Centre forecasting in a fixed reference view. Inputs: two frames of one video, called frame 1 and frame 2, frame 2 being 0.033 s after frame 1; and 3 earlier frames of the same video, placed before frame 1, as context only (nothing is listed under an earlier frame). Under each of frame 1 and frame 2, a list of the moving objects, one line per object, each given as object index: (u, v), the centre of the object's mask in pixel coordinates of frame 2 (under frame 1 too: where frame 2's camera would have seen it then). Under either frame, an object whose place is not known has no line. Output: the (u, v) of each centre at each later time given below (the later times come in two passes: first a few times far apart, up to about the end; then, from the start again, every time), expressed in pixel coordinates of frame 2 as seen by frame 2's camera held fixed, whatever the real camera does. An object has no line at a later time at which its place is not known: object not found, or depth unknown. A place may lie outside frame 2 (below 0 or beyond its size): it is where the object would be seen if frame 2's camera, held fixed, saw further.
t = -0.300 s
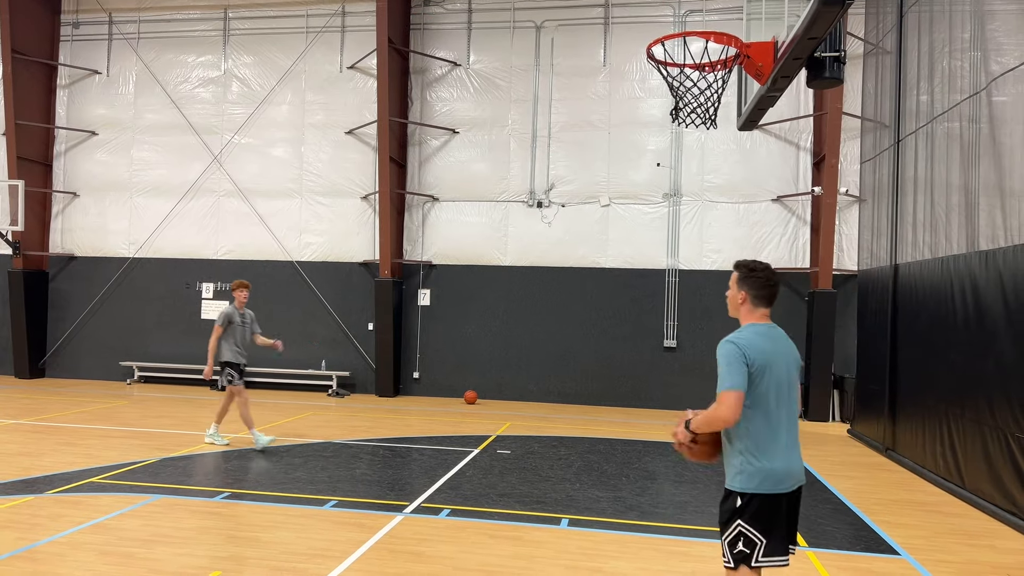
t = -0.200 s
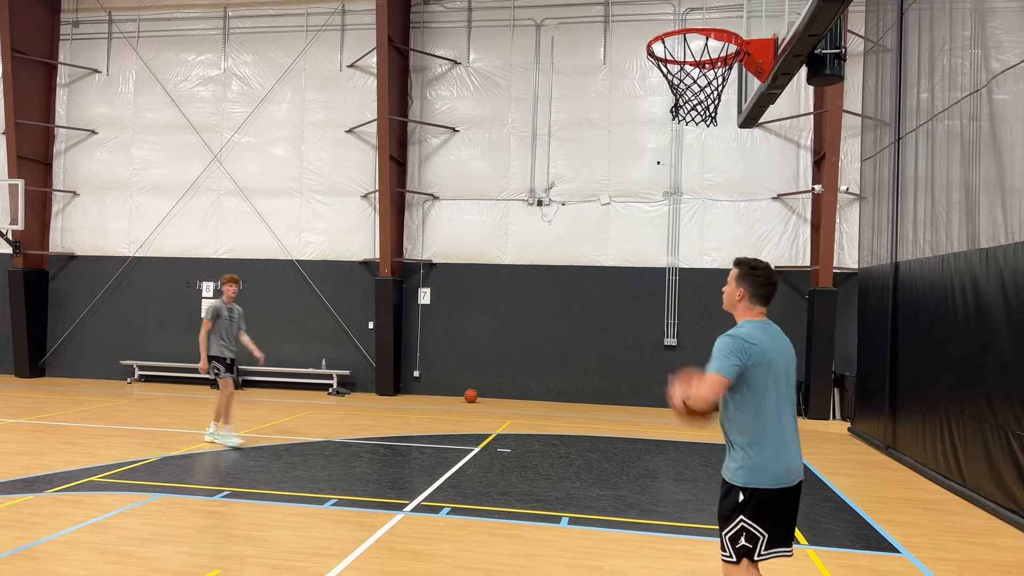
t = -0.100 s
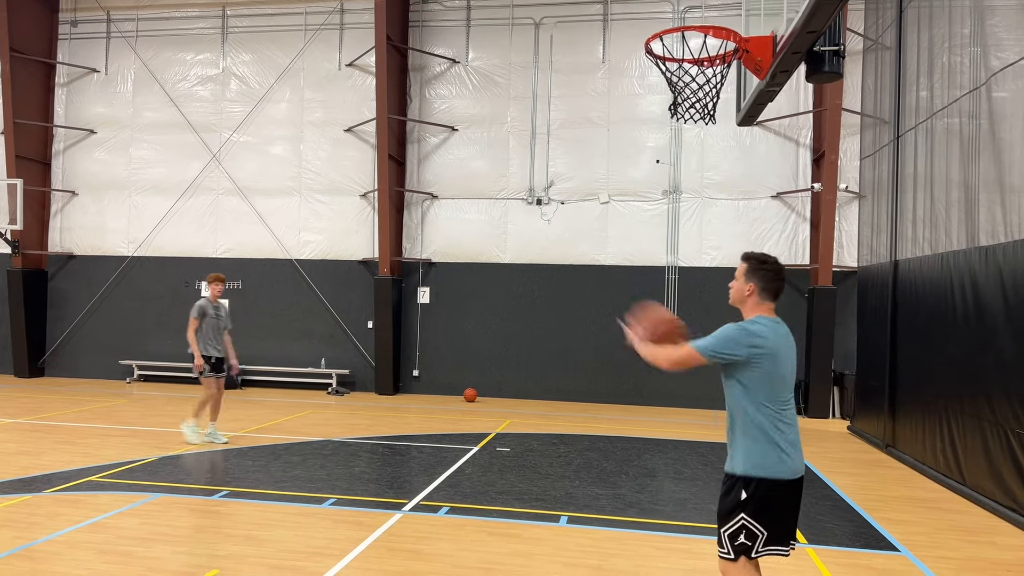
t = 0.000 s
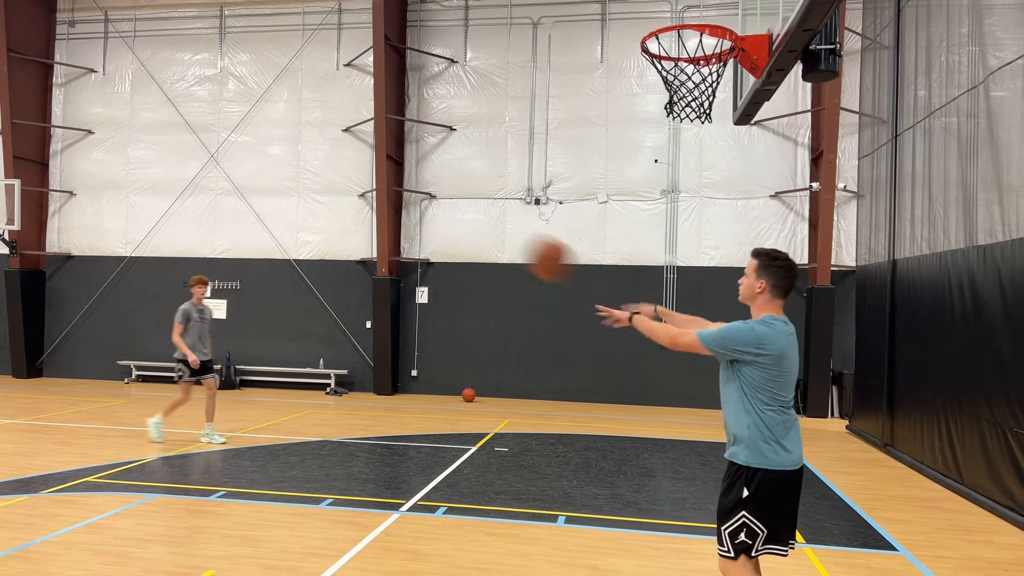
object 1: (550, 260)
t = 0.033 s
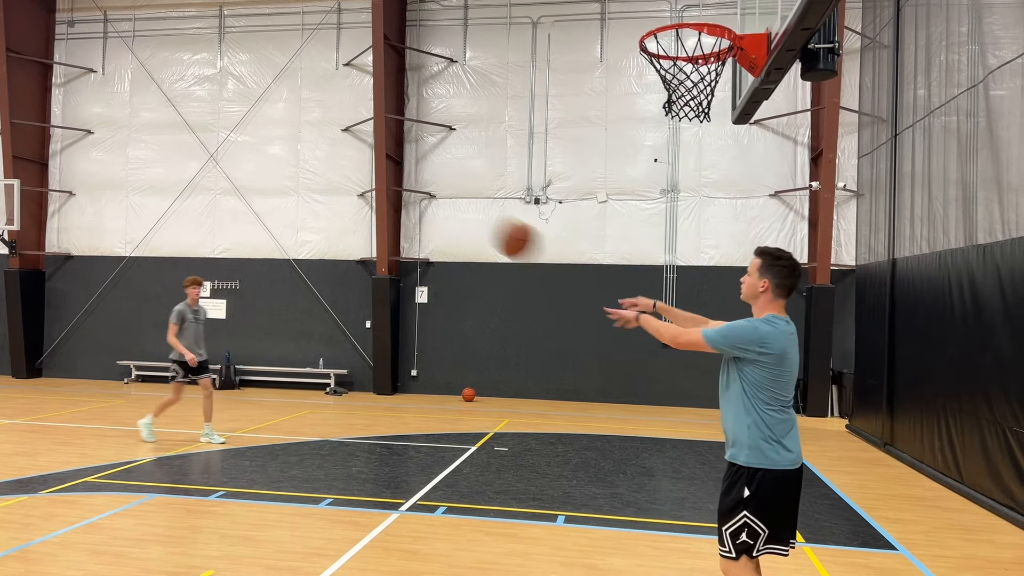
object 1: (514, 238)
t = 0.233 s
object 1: (366, 184)
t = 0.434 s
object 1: (261, 191)
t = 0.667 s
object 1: (175, 244)
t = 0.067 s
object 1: (486, 224)
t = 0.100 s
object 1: (459, 211)
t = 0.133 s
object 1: (433, 202)
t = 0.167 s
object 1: (406, 193)
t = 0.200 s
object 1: (389, 189)
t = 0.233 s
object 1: (366, 184)
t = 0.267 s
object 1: (345, 182)
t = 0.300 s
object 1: (326, 181)
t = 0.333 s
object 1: (309, 182)
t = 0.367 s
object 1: (292, 184)
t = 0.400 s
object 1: (276, 187)
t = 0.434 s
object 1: (261, 191)
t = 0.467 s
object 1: (248, 196)
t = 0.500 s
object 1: (235, 202)
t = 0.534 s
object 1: (221, 209)
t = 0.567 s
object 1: (208, 217)
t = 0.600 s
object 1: (198, 226)
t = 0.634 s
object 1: (186, 235)
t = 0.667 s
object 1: (175, 244)
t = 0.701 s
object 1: (165, 256)
